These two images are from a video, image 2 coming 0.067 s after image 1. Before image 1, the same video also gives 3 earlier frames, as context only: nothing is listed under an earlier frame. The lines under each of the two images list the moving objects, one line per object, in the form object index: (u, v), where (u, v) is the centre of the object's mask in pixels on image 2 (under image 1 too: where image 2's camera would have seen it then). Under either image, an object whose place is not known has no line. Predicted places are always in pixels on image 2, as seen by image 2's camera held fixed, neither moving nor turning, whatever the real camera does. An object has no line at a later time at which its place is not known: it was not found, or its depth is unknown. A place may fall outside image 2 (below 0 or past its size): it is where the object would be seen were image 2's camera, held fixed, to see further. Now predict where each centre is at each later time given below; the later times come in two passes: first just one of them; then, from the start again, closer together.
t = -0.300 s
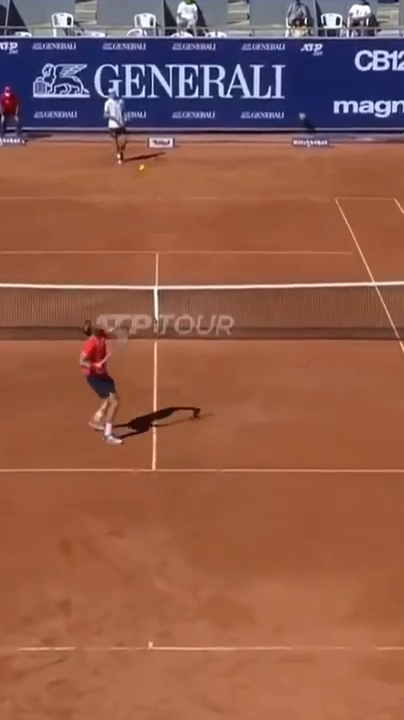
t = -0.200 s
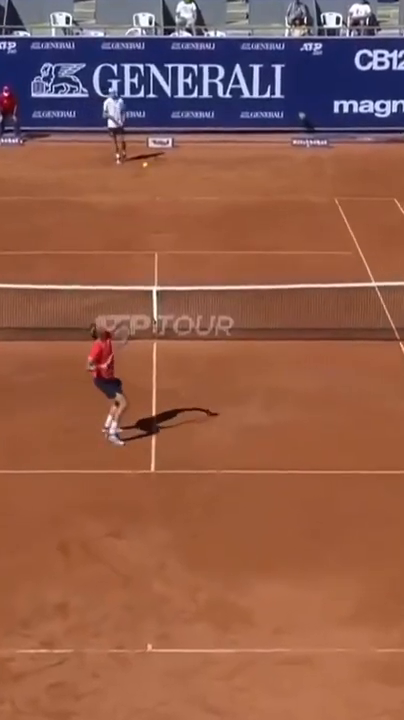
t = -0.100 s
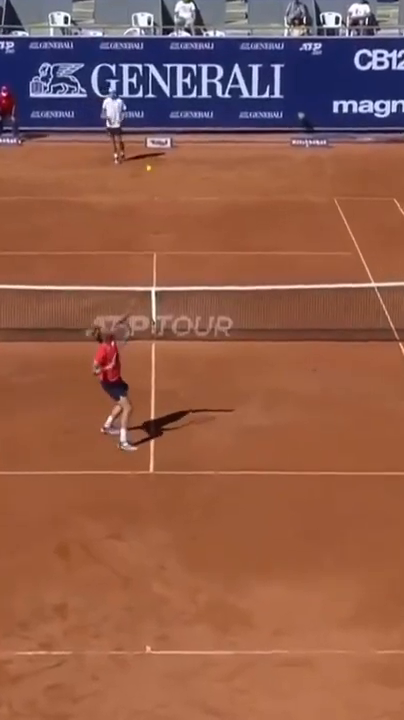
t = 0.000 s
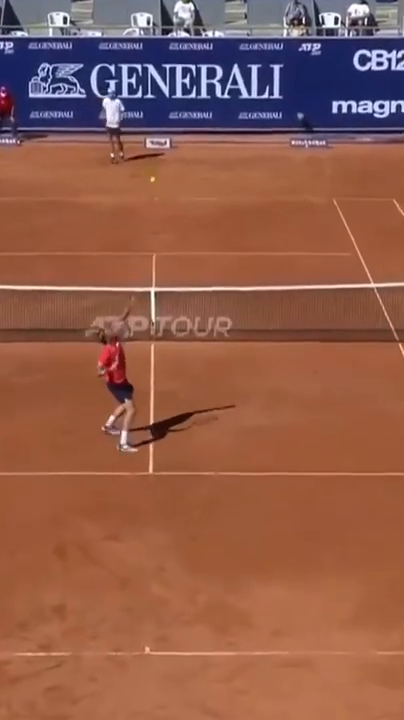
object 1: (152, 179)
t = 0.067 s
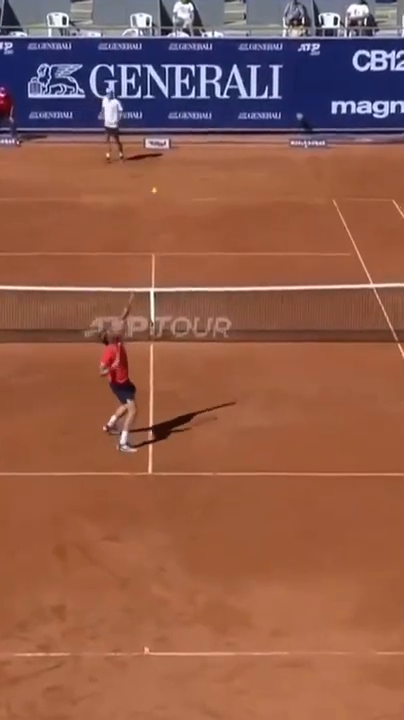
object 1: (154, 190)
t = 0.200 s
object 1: (161, 223)
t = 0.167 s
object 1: (160, 217)
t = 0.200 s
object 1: (161, 223)
